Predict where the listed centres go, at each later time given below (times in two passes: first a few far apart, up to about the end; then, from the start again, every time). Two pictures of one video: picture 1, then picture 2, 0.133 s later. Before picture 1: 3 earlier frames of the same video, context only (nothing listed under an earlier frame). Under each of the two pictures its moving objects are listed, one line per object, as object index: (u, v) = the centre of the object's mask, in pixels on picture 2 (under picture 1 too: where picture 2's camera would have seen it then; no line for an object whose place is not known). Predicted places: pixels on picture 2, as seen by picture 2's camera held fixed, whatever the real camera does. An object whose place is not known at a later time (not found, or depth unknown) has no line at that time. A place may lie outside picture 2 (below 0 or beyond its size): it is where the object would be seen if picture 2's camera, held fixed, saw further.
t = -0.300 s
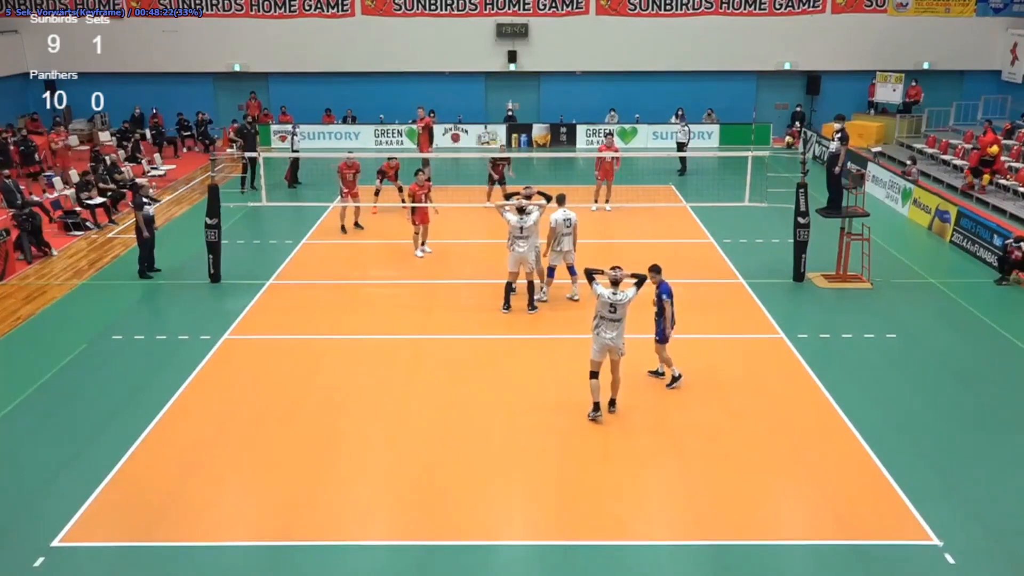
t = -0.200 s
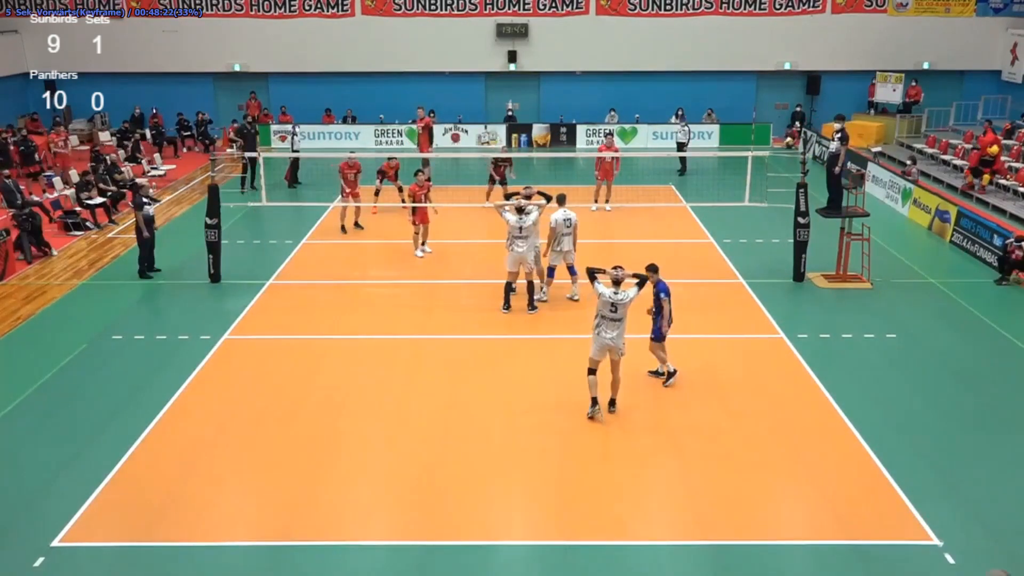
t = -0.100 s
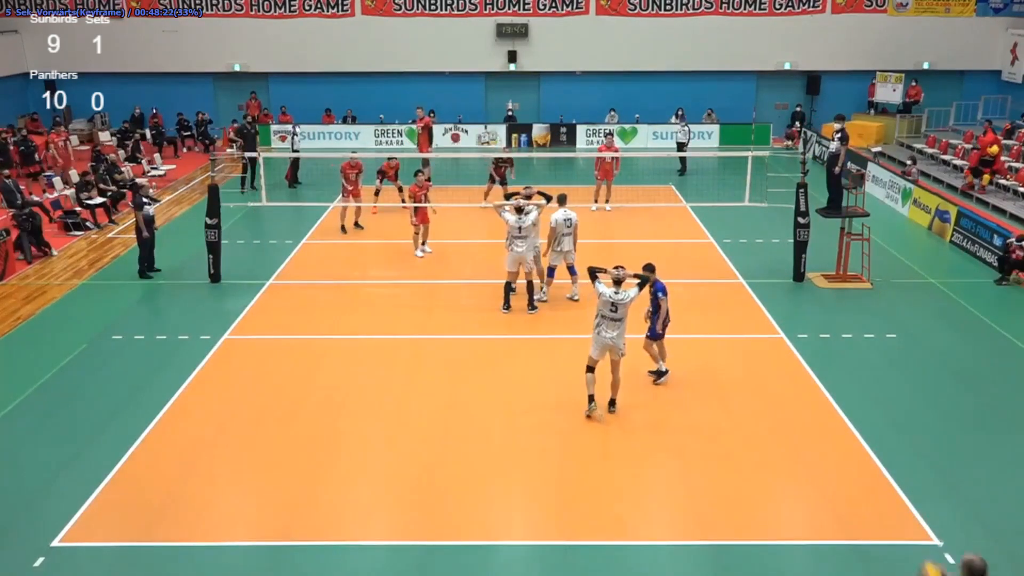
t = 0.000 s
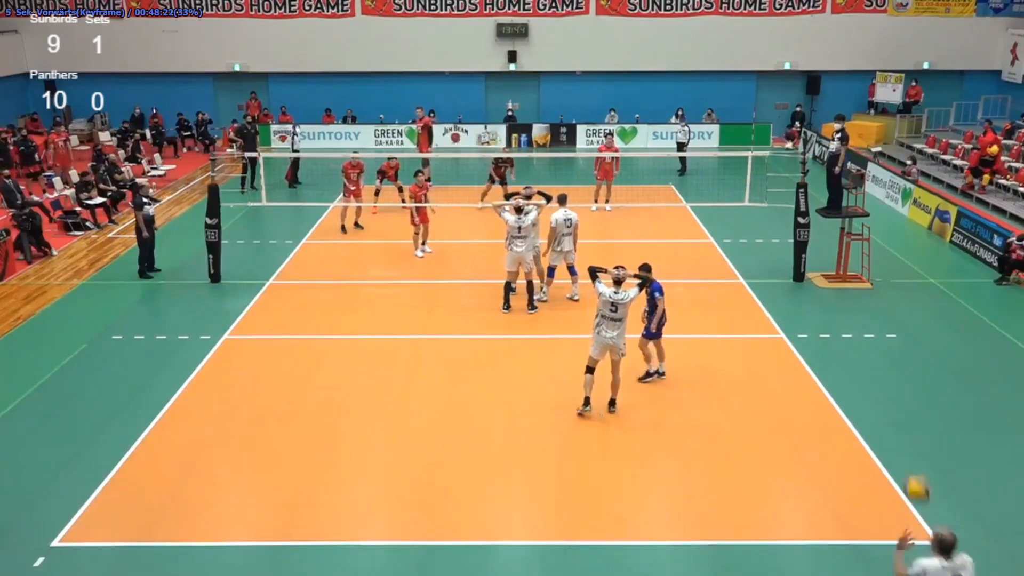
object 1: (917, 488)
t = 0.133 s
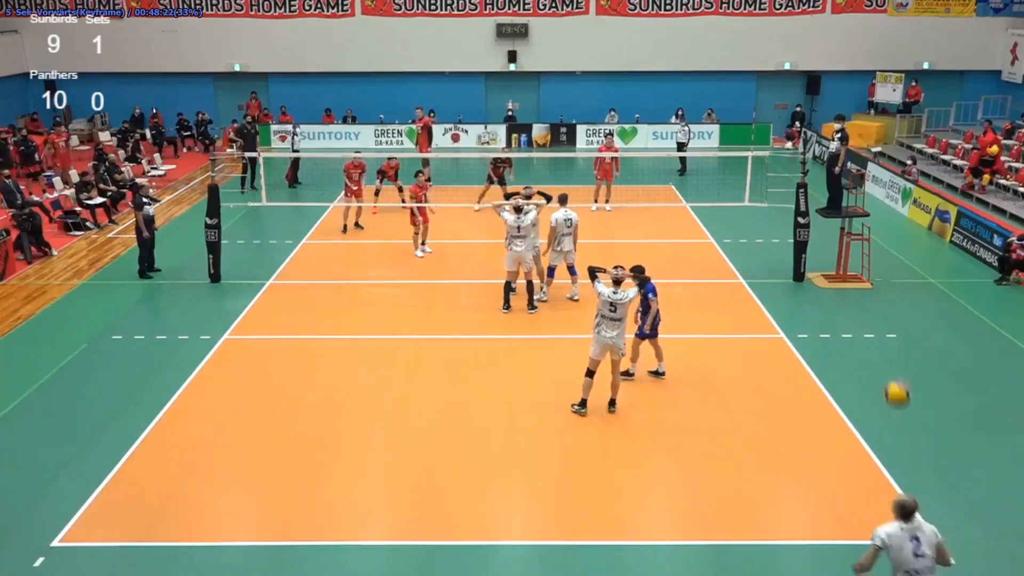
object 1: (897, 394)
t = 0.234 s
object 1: (883, 338)
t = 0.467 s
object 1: (850, 261)
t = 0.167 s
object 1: (892, 373)
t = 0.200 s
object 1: (888, 355)
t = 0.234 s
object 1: (883, 338)
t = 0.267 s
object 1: (878, 323)
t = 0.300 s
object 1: (874, 309)
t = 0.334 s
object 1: (869, 297)
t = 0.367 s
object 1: (864, 286)
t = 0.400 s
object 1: (859, 276)
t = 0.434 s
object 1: (855, 267)
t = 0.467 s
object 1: (850, 261)
